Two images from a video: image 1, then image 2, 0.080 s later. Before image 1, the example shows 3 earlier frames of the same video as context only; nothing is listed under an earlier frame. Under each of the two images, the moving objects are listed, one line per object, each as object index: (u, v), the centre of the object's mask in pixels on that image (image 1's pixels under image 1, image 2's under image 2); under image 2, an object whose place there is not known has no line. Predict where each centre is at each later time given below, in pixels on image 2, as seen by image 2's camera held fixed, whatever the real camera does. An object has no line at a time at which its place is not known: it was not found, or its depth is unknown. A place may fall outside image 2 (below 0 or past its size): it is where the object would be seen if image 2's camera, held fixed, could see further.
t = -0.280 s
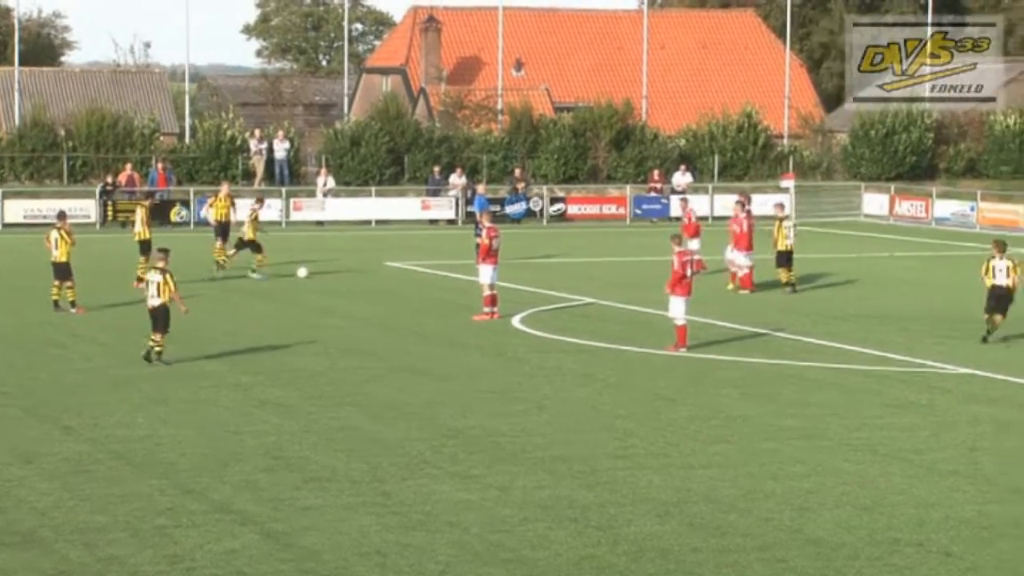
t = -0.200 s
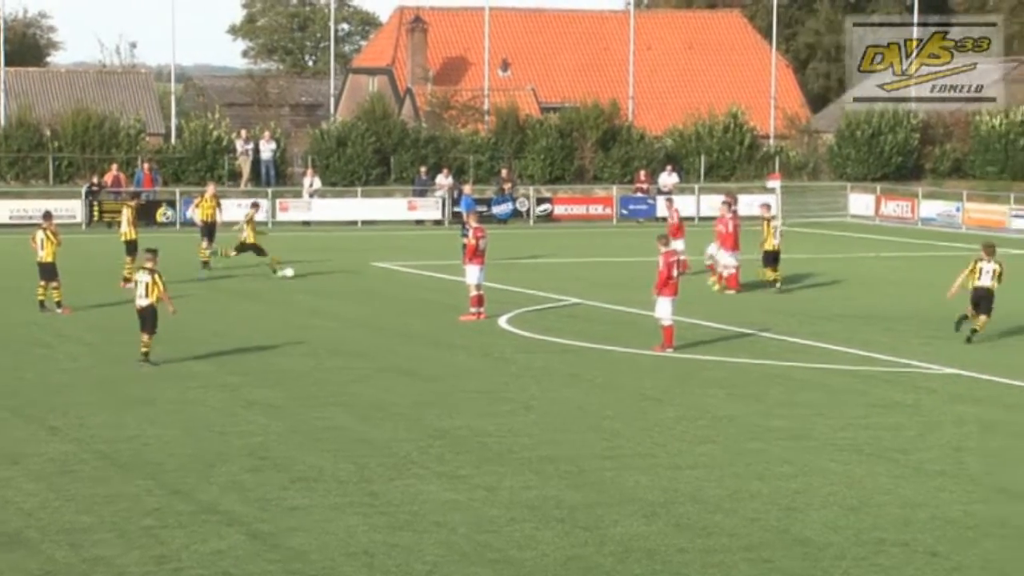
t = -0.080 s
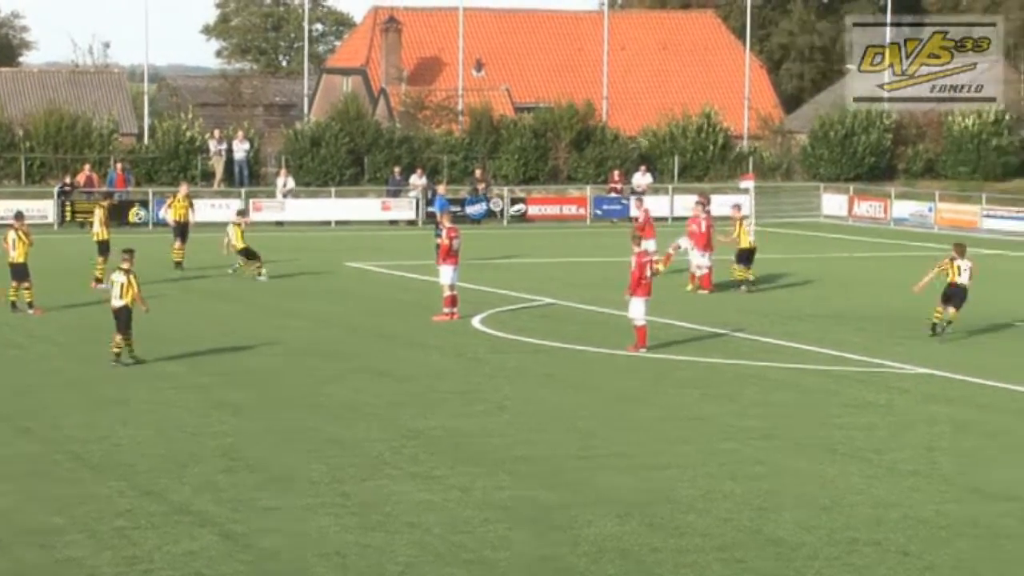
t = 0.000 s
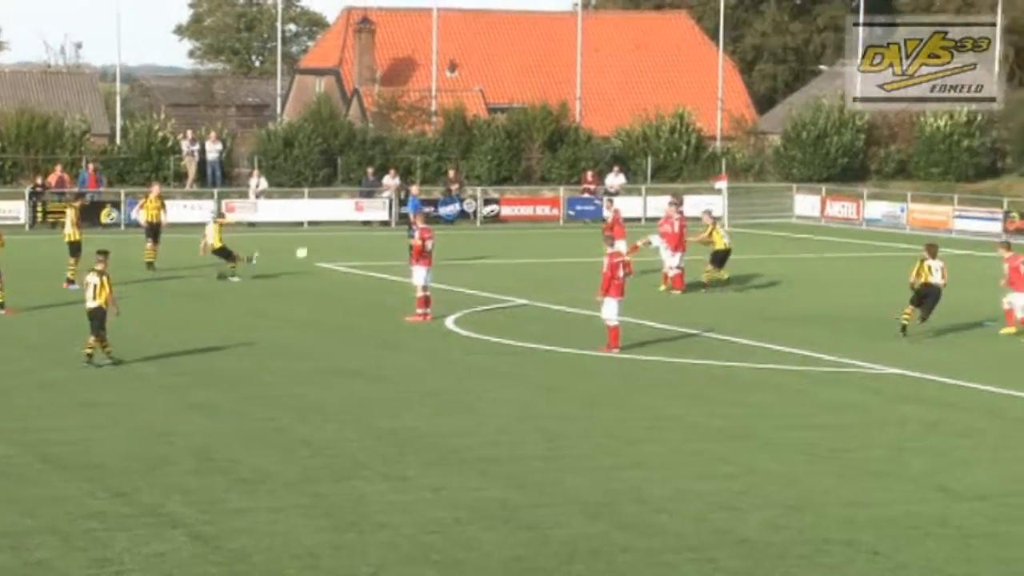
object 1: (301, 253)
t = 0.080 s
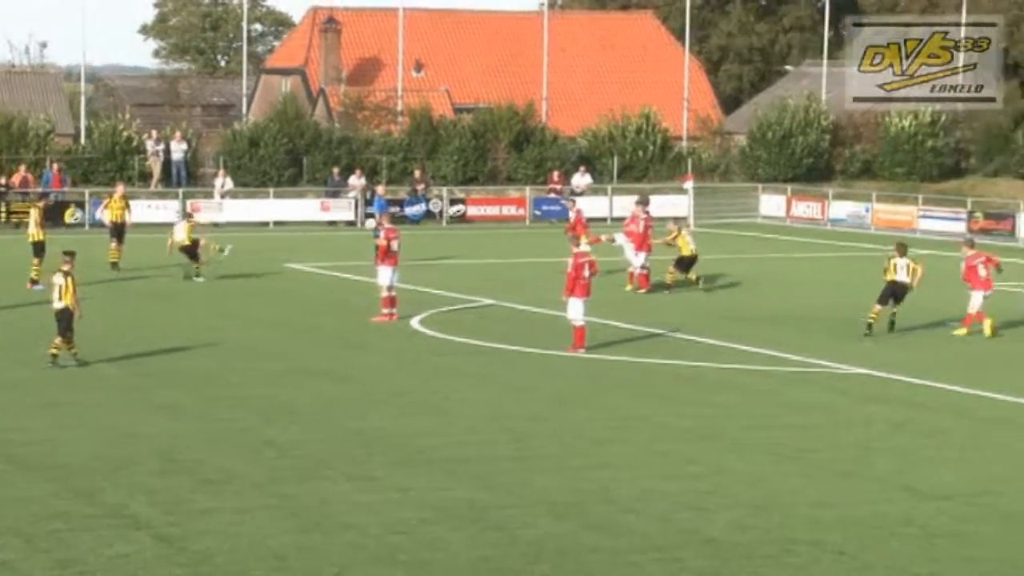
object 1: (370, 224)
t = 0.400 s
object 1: (755, 154)
